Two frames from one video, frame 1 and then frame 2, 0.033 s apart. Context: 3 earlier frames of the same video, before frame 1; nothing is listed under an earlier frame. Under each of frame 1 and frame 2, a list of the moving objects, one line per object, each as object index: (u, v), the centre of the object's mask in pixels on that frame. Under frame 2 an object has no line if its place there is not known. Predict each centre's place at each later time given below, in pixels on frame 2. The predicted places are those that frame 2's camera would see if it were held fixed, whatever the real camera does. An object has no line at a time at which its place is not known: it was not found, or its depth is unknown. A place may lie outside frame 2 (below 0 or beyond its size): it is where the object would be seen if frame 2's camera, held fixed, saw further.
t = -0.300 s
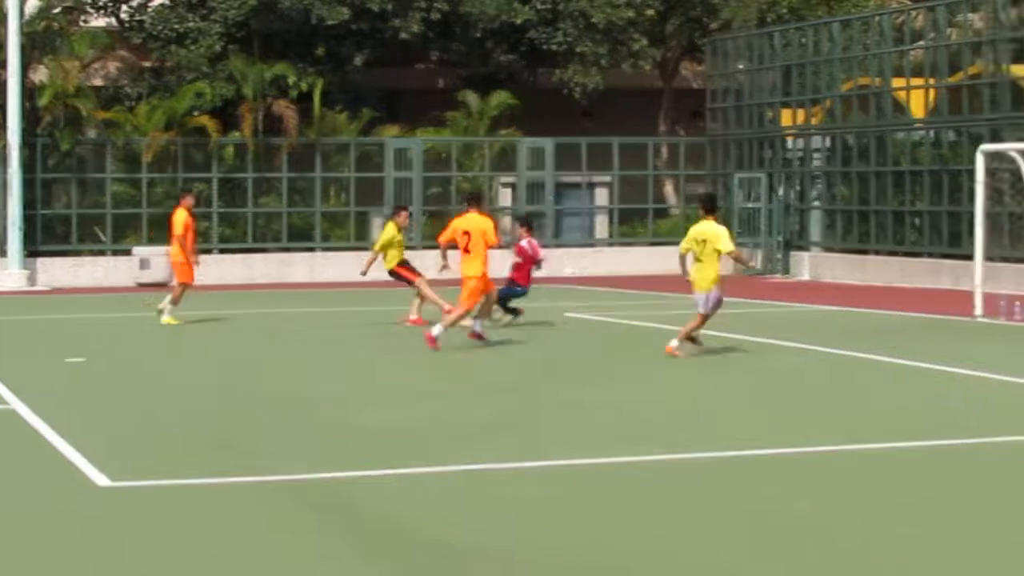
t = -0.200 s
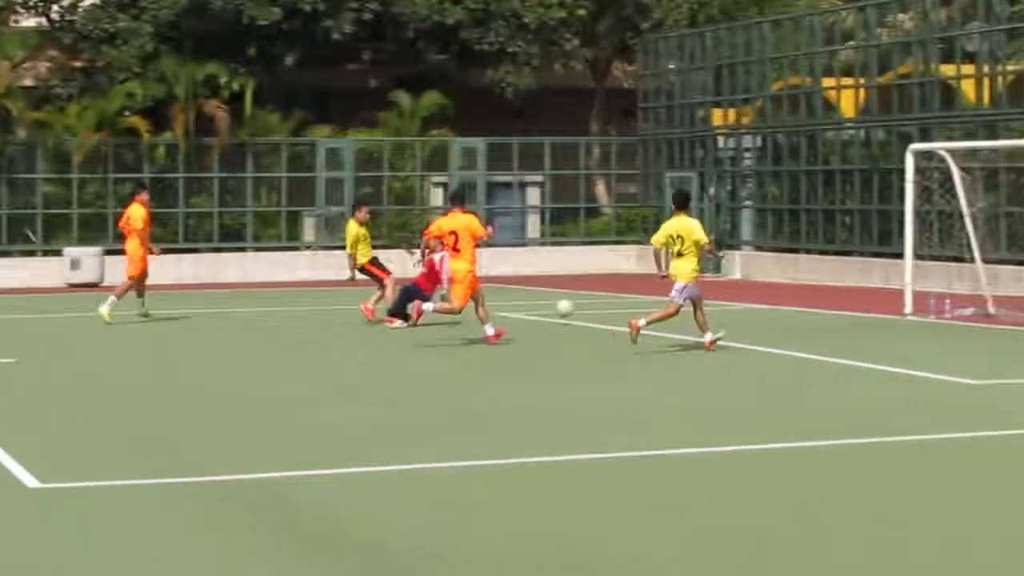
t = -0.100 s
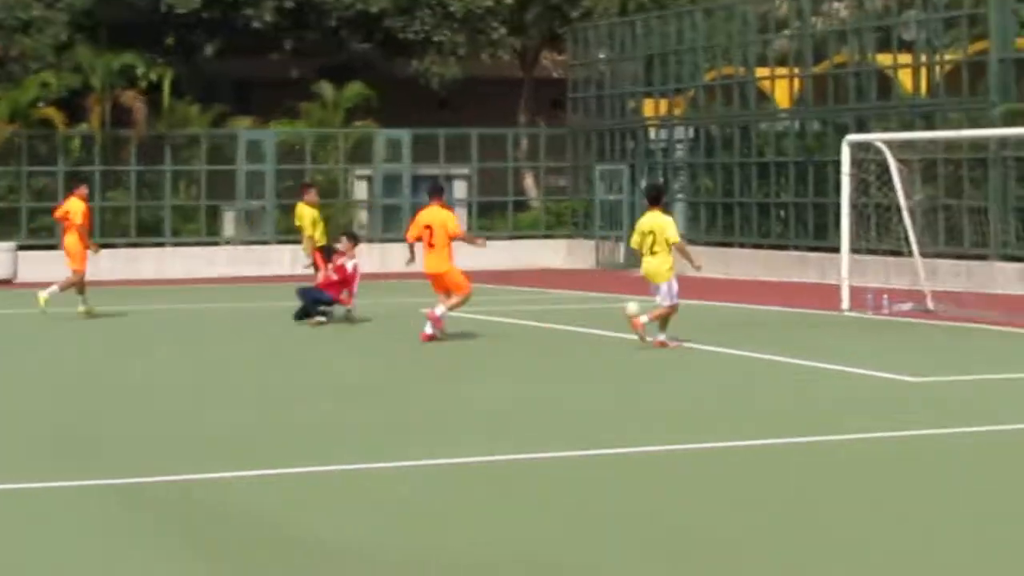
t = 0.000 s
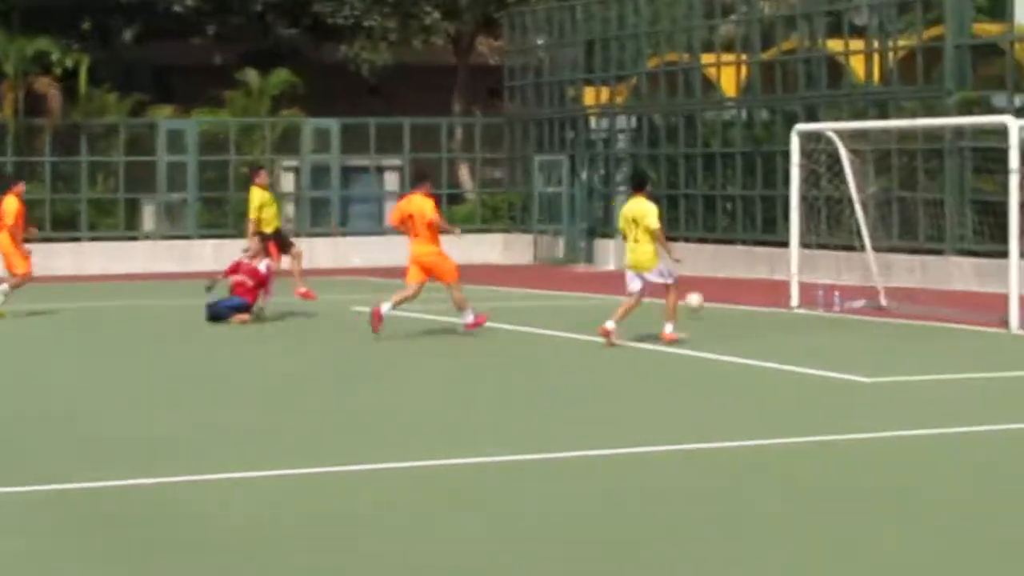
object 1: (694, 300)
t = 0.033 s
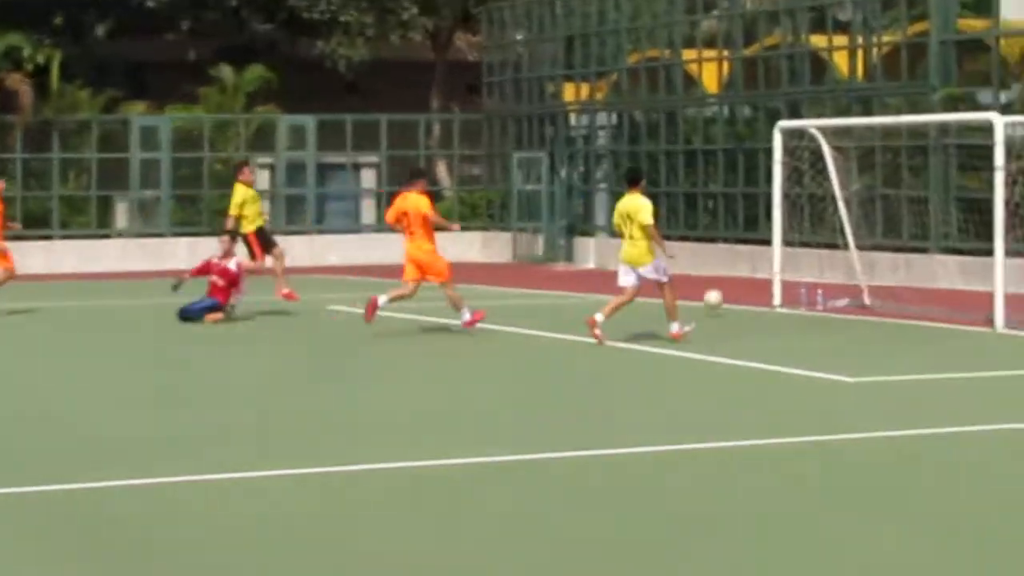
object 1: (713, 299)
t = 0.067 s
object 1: (750, 298)
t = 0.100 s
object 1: (789, 298)
